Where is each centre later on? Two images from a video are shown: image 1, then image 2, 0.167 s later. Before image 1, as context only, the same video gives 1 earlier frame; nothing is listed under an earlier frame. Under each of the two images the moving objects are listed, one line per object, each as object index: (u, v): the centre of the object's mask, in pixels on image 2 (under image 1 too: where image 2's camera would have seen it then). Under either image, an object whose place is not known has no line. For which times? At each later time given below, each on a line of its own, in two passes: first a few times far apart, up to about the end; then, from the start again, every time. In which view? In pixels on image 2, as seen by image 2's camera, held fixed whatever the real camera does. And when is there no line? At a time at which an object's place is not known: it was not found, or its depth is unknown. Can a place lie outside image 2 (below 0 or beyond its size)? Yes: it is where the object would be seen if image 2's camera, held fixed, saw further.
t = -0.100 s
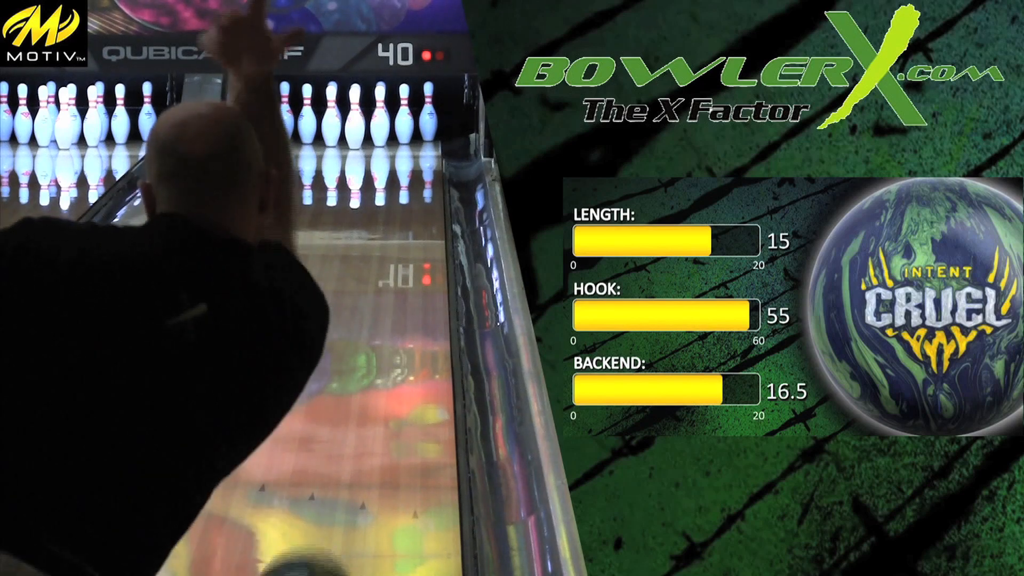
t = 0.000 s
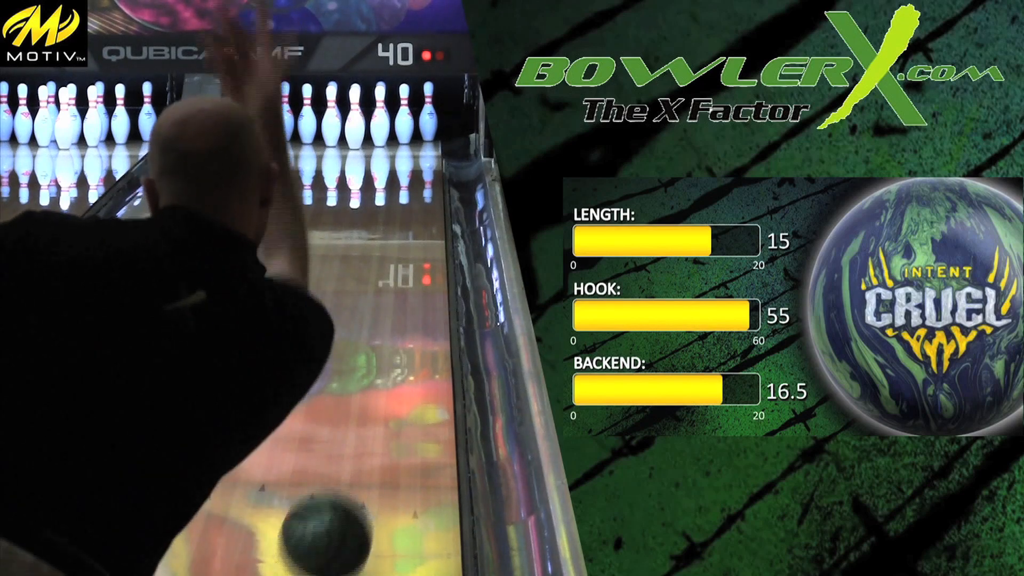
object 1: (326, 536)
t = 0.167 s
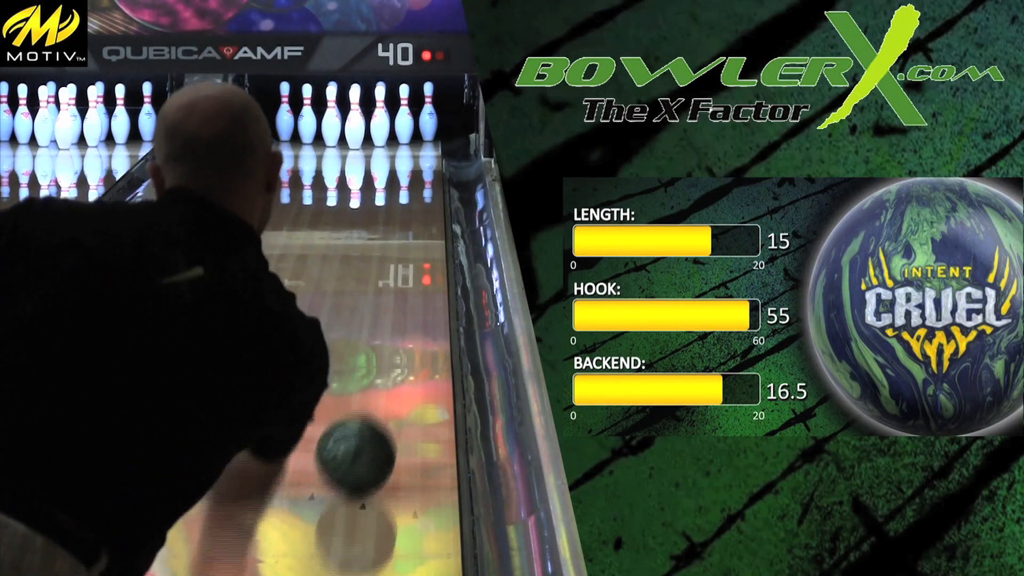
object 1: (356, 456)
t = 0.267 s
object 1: (370, 416)
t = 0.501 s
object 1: (394, 340)
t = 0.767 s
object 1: (411, 278)
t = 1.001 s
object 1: (419, 238)
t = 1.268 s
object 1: (420, 201)
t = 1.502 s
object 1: (415, 175)
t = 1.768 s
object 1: (397, 153)
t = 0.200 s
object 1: (361, 441)
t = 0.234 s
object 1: (366, 428)
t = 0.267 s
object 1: (370, 416)
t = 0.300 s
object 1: (374, 403)
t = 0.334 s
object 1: (378, 391)
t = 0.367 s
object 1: (382, 379)
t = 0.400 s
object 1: (385, 369)
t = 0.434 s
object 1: (388, 358)
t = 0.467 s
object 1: (391, 349)
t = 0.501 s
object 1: (394, 340)
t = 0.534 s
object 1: (397, 331)
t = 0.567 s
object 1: (399, 322)
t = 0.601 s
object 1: (402, 314)
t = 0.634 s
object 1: (404, 306)
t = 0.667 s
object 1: (406, 299)
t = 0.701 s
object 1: (408, 292)
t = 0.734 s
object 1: (410, 285)
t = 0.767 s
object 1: (411, 278)
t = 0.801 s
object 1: (413, 271)
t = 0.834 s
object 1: (414, 265)
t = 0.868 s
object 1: (415, 258)
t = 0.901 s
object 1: (416, 253)
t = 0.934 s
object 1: (417, 248)
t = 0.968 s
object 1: (418, 242)
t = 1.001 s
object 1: (419, 238)
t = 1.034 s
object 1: (420, 233)
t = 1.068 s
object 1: (420, 227)
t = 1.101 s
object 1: (420, 223)
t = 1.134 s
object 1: (420, 218)
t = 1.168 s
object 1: (420, 214)
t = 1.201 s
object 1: (421, 209)
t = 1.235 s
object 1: (420, 205)
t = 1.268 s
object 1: (420, 201)
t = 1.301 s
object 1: (420, 197)
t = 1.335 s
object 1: (420, 193)
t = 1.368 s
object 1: (419, 189)
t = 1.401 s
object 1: (418, 185)
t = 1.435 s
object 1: (417, 181)
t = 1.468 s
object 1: (416, 178)
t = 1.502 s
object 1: (415, 175)
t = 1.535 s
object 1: (413, 172)
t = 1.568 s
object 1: (411, 169)
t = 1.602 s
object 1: (409, 166)
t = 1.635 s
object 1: (407, 164)
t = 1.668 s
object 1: (405, 161)
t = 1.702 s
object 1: (402, 158)
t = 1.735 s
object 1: (400, 155)
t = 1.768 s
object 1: (397, 153)
